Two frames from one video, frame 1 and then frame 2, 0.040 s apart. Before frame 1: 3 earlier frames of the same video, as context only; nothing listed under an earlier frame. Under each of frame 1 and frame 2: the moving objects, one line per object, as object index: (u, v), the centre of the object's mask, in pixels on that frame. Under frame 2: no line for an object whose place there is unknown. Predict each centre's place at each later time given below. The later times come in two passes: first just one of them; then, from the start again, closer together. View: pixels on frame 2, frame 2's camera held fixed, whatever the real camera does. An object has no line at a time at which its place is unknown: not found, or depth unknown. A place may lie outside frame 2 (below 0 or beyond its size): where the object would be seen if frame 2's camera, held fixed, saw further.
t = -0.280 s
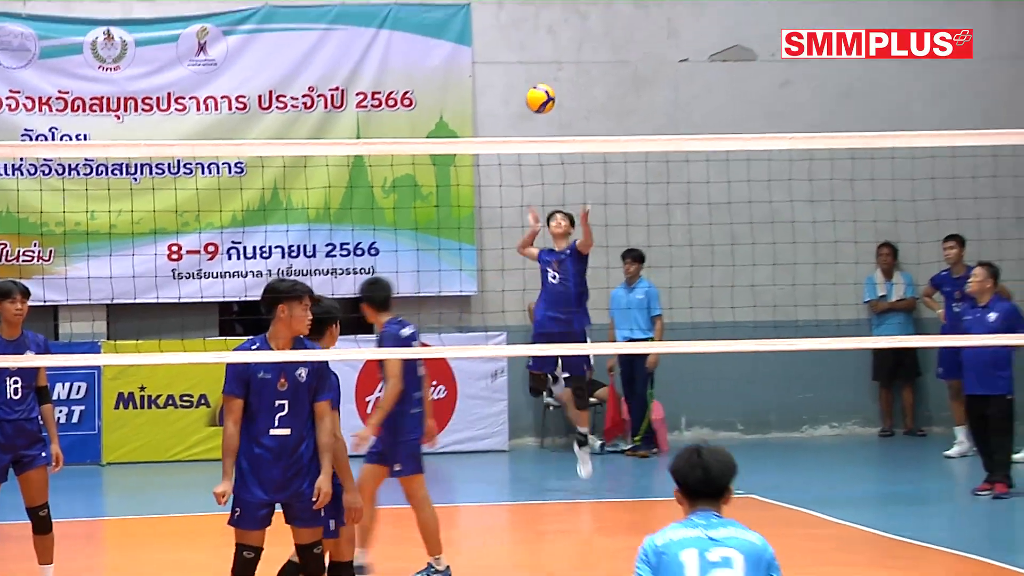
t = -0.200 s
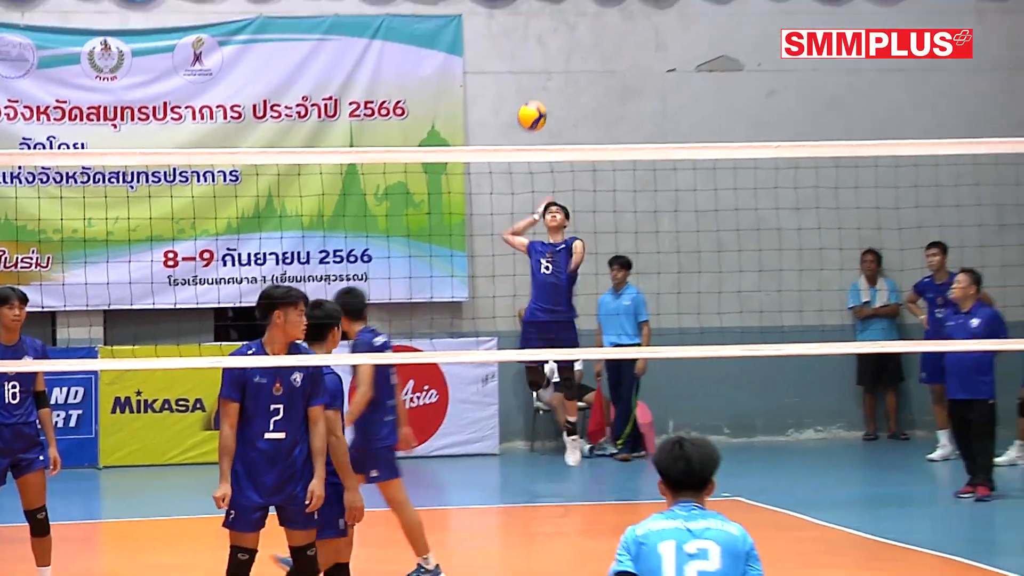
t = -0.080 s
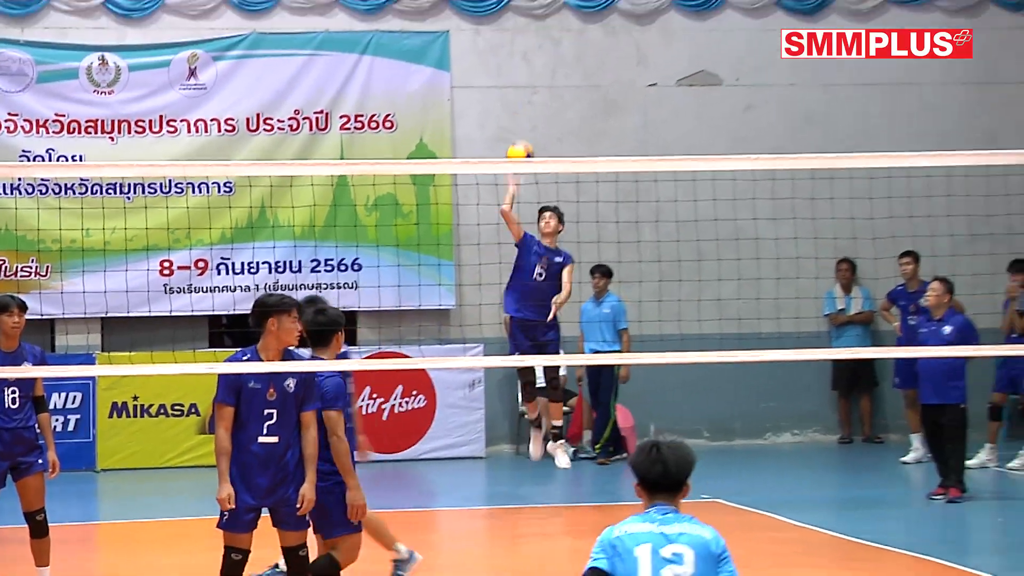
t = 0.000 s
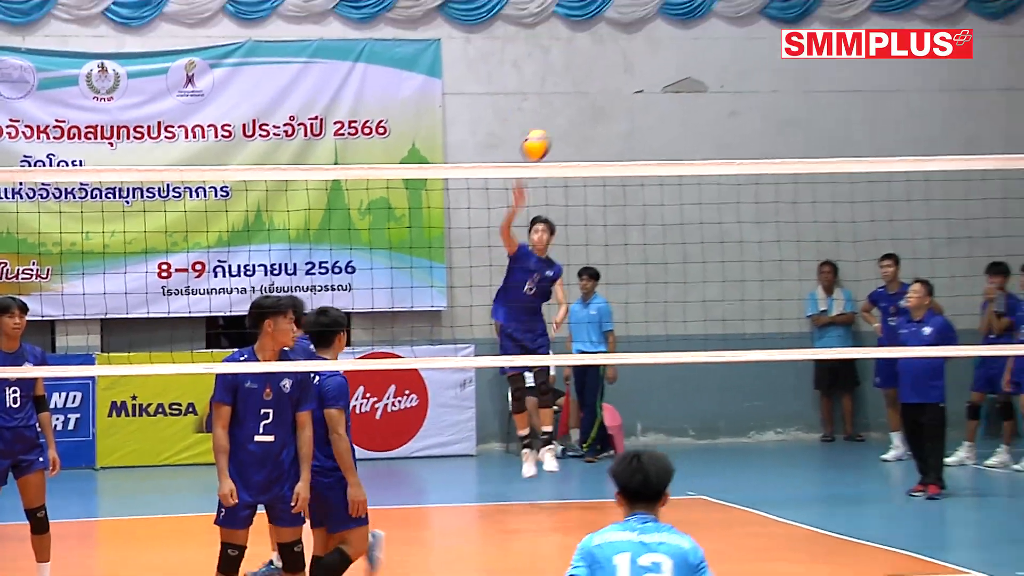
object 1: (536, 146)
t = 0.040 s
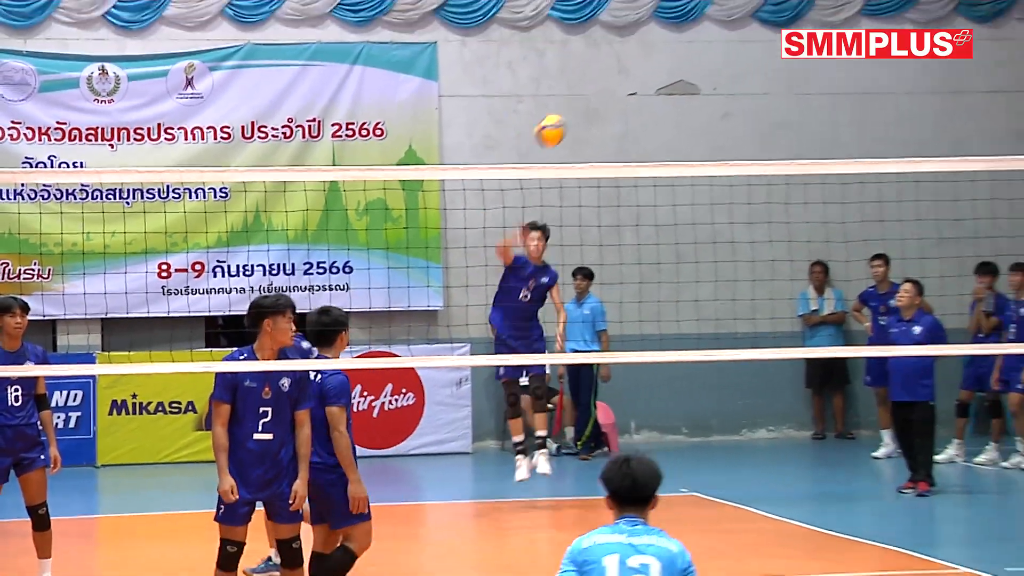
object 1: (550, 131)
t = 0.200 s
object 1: (636, 75)
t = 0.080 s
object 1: (571, 115)
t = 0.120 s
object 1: (593, 100)
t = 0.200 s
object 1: (636, 75)
